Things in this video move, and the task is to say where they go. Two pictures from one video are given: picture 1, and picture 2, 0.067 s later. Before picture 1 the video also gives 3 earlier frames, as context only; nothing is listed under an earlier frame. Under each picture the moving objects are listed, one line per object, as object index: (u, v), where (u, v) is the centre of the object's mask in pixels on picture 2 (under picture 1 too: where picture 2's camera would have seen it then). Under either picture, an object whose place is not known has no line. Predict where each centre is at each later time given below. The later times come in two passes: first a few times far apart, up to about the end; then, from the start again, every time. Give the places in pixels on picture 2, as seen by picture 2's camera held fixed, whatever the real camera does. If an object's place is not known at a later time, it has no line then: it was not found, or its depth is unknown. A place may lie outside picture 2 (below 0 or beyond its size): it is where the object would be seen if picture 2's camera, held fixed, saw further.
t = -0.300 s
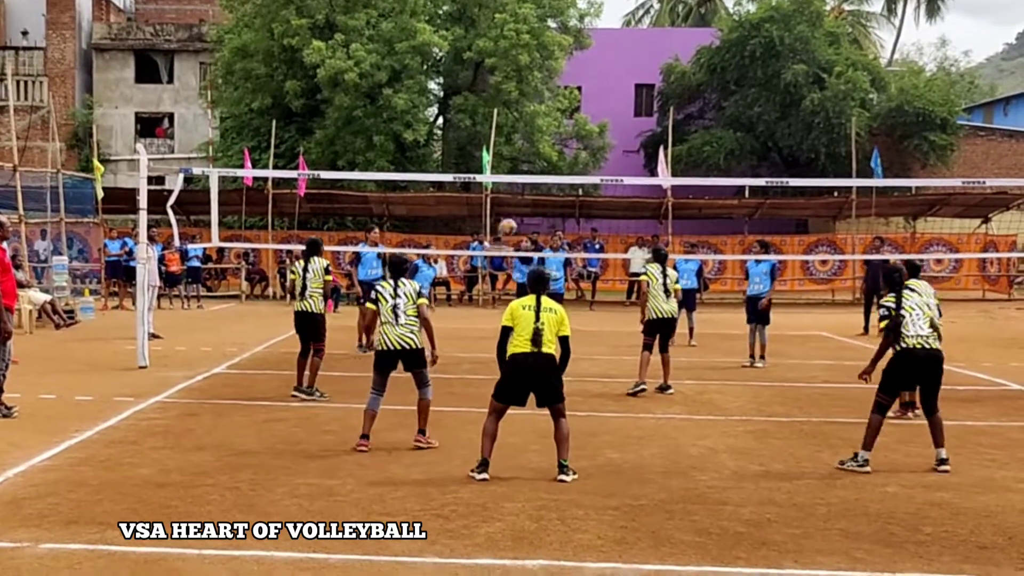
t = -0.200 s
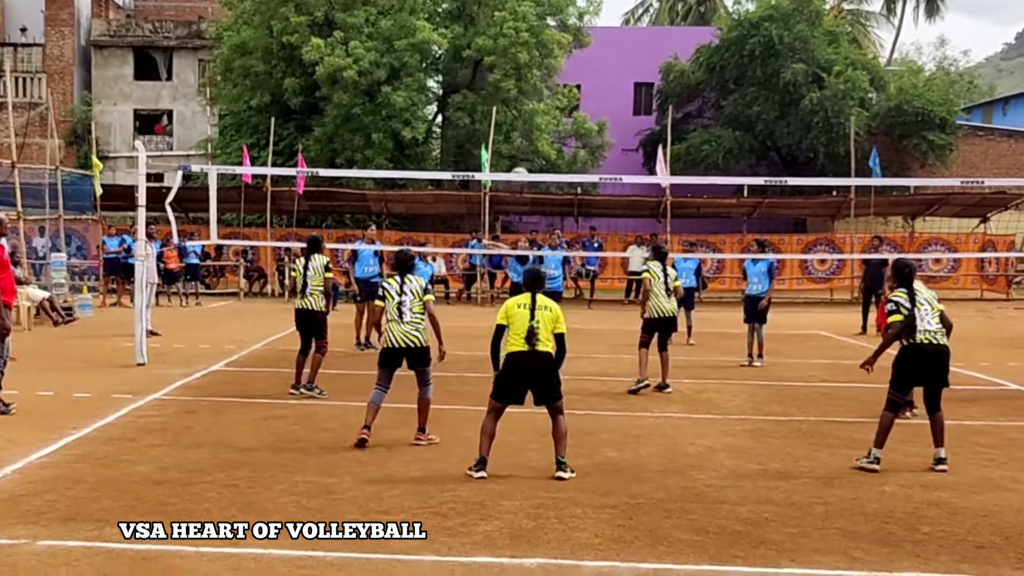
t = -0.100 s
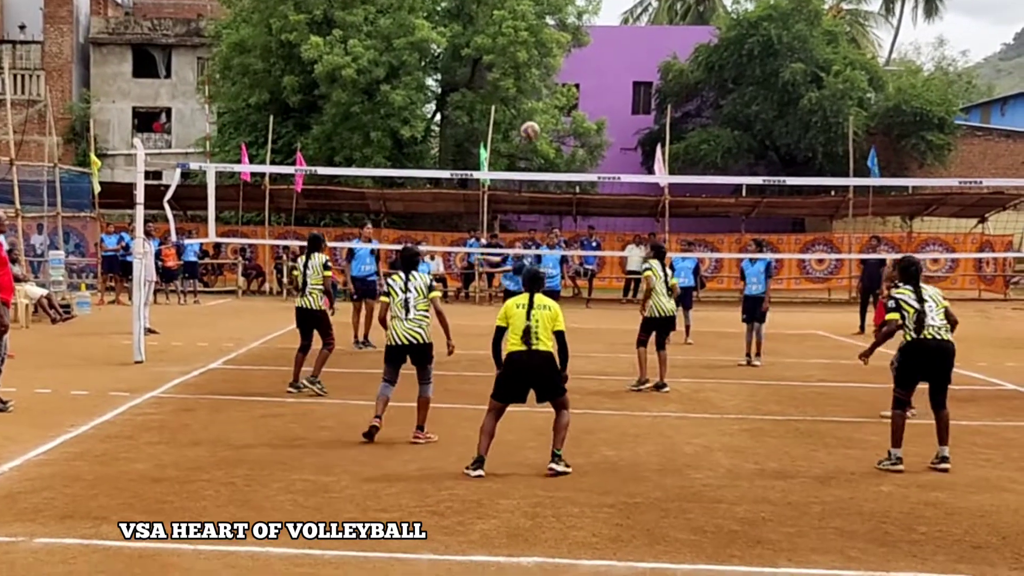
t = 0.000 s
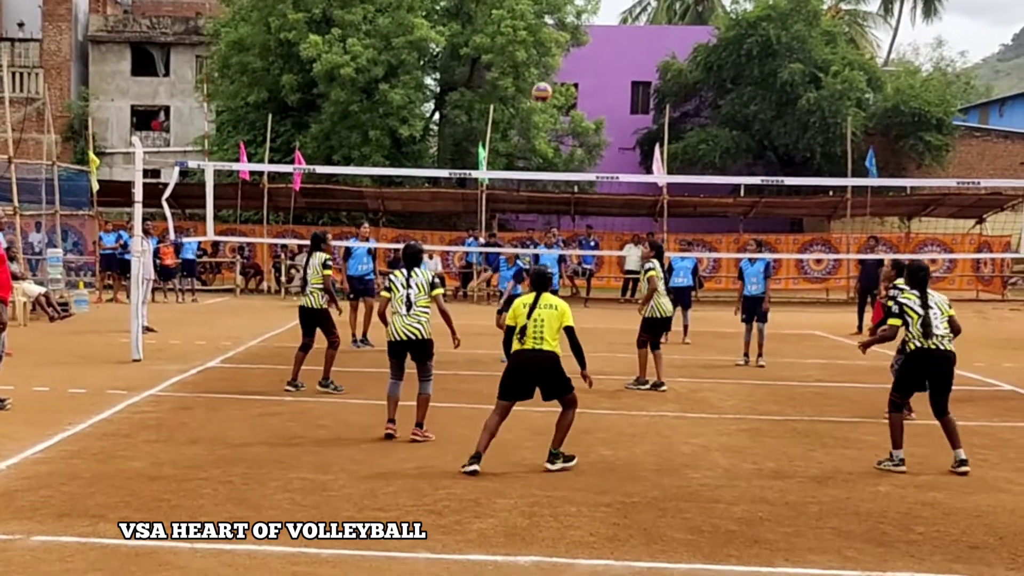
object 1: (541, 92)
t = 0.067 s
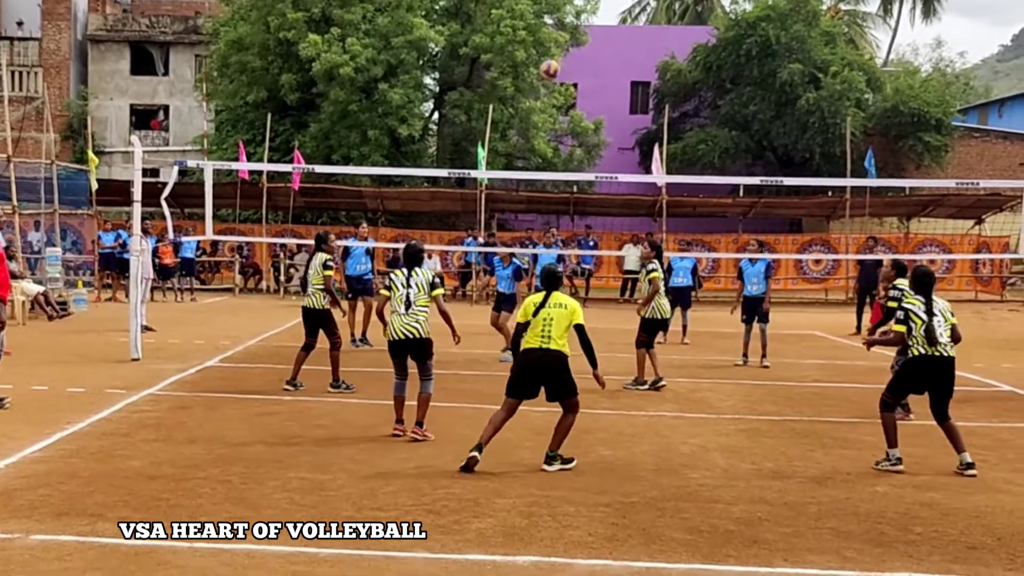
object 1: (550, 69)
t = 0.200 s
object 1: (567, 37)
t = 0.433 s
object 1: (601, 17)
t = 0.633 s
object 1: (634, 46)
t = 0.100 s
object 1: (553, 61)
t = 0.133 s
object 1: (558, 52)
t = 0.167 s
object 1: (563, 44)
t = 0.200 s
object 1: (567, 37)
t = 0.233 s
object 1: (572, 31)
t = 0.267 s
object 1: (576, 27)
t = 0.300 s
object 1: (580, 24)
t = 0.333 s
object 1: (585, 20)
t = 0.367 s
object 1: (590, 18)
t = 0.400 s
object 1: (595, 17)
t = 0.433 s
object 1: (601, 17)
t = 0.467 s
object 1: (606, 18)
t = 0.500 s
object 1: (611, 21)
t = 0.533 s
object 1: (616, 25)
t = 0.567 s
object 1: (622, 31)
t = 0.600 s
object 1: (628, 38)
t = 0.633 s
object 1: (634, 46)
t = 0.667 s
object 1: (640, 57)
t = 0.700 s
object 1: (647, 69)
